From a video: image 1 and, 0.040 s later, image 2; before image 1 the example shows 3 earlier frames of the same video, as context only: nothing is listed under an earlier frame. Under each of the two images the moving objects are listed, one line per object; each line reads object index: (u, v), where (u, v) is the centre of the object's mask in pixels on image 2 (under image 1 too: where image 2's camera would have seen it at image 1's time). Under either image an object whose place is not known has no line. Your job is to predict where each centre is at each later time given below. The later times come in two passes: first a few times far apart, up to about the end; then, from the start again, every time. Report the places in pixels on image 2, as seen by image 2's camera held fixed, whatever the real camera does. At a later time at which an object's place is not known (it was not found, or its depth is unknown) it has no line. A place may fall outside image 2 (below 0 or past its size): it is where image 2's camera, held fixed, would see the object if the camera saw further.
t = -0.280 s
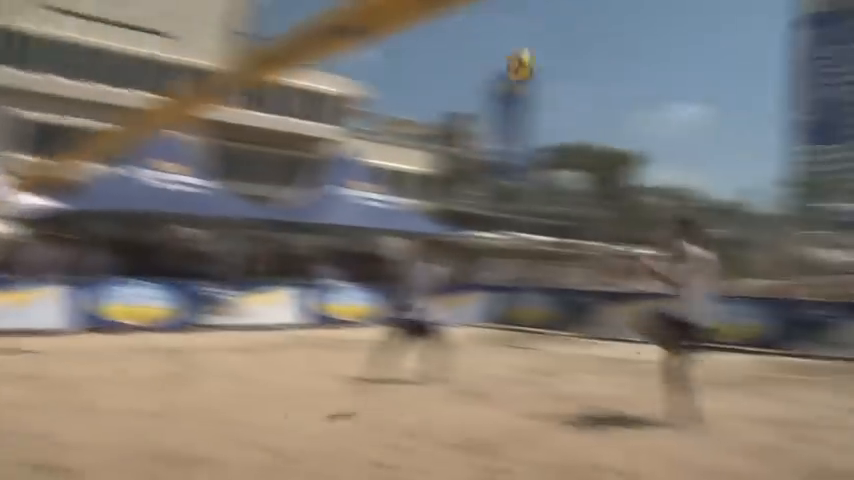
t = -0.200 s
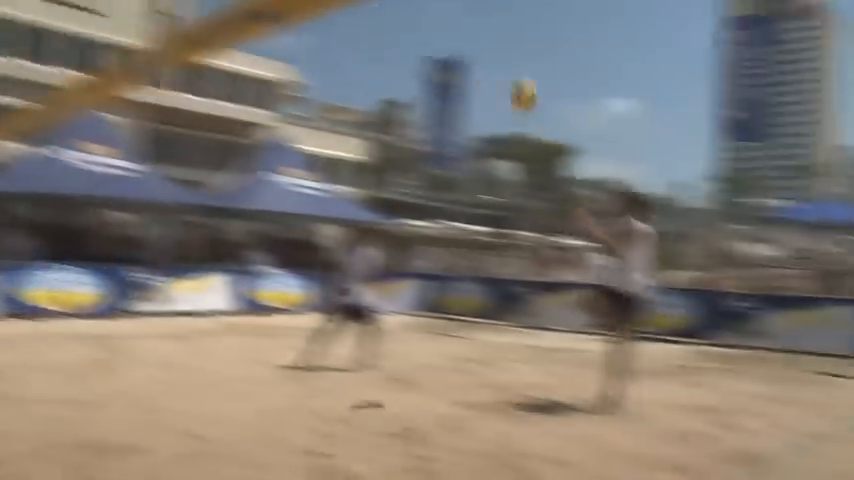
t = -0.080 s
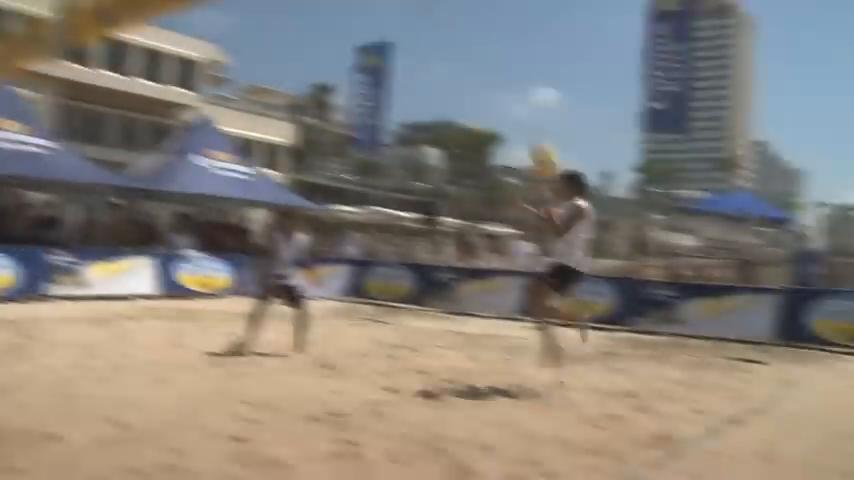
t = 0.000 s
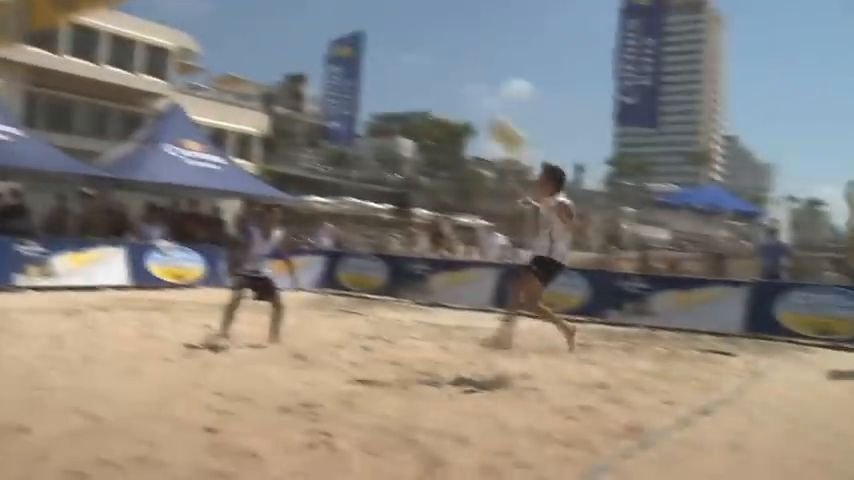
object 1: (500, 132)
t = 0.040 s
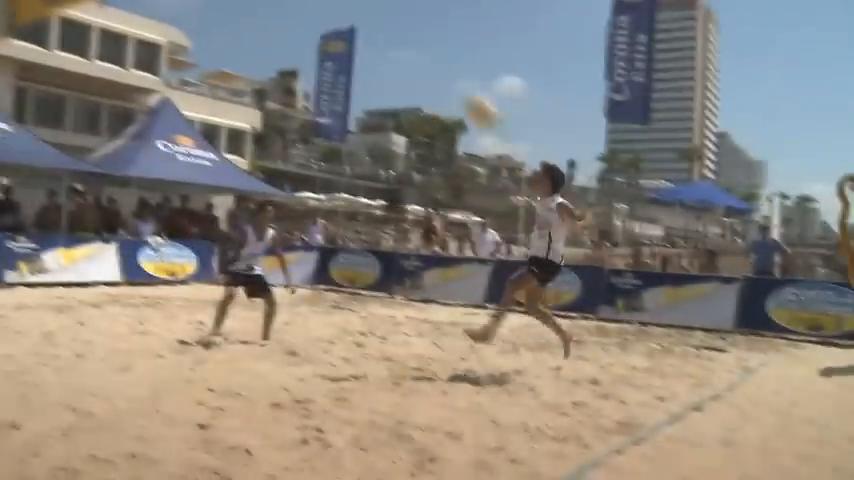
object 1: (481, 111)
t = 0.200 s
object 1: (414, 59)
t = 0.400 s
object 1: (332, 36)
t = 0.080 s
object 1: (466, 97)
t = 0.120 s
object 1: (447, 81)
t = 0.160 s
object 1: (430, 69)
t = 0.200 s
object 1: (414, 59)
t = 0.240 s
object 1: (396, 50)
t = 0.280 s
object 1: (380, 44)
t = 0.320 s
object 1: (365, 39)
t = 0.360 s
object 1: (350, 36)
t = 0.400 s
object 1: (332, 36)
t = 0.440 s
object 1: (315, 36)
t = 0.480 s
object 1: (298, 39)
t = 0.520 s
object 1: (282, 43)
